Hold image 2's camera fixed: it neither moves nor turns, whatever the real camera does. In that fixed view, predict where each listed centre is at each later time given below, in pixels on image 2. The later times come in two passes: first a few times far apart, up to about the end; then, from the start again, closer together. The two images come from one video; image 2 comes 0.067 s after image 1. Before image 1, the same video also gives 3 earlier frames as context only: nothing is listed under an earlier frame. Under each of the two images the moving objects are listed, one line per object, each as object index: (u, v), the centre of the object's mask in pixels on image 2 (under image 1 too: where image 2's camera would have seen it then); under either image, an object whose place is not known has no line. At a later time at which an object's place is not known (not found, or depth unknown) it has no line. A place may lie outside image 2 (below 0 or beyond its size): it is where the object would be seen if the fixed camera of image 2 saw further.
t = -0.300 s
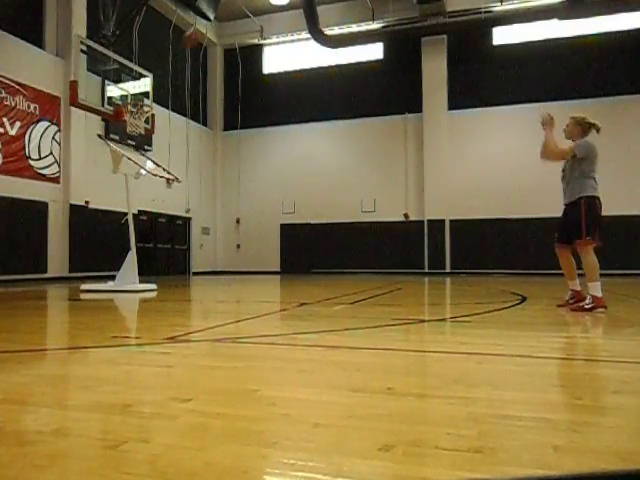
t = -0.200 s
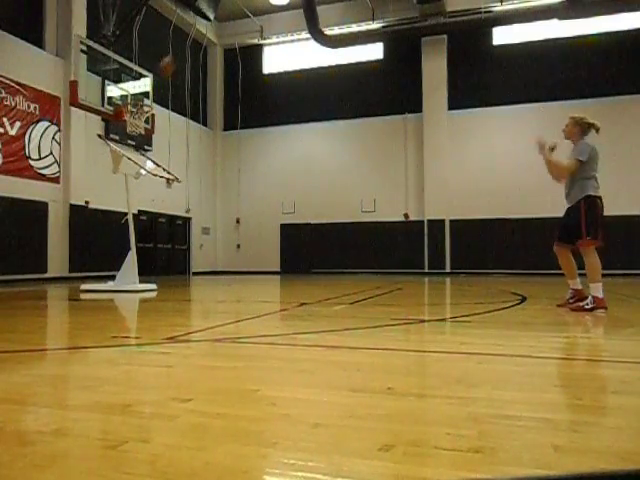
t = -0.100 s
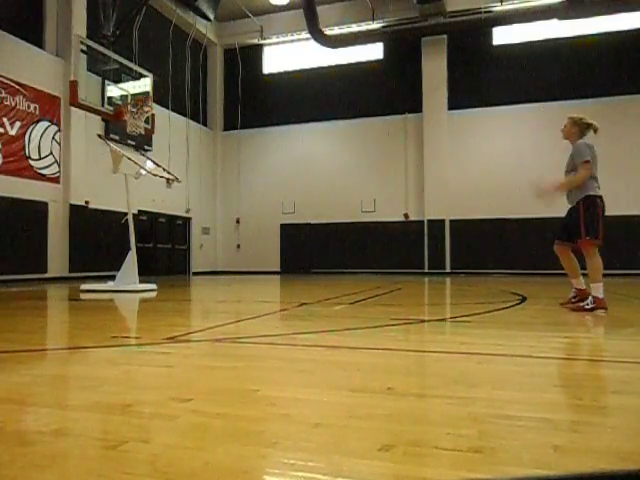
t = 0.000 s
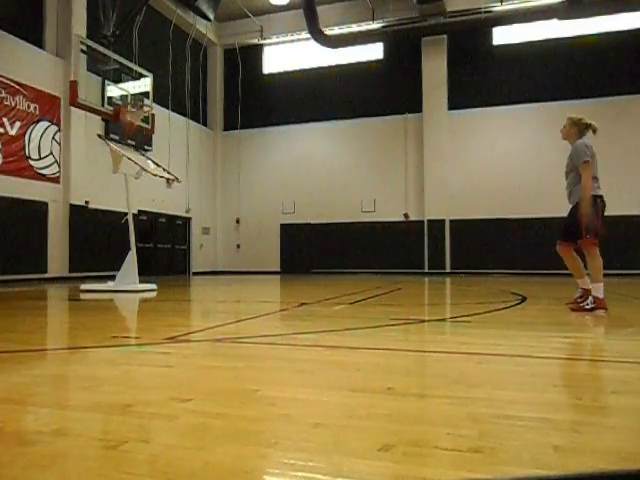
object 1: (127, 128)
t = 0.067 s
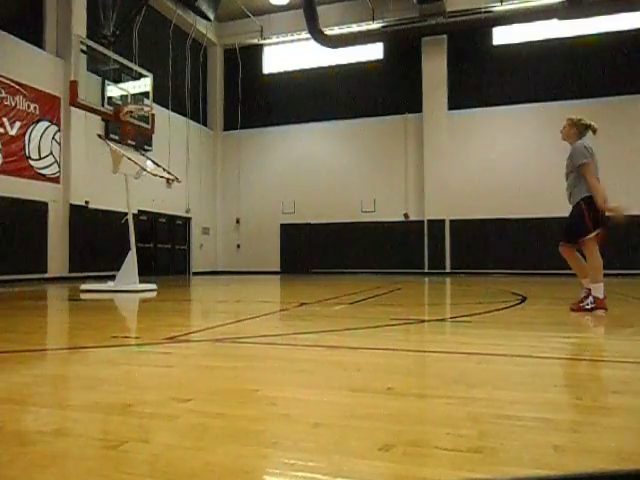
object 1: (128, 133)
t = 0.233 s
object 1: (138, 148)
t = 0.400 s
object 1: (164, 157)
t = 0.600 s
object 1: (196, 190)
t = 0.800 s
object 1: (229, 249)
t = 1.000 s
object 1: (262, 255)
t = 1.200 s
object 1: (293, 217)
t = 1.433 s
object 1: (331, 204)
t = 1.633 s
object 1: (366, 225)
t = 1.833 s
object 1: (401, 270)
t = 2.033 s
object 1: (437, 256)
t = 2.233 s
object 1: (475, 238)
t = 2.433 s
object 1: (515, 250)
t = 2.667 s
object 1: (563, 281)
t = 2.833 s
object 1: (596, 258)
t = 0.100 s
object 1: (127, 136)
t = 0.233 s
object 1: (138, 148)
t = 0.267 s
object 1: (142, 148)
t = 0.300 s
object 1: (148, 150)
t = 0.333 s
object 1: (154, 152)
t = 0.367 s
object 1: (158, 154)
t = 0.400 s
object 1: (164, 157)
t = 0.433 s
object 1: (169, 160)
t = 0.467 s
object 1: (174, 165)
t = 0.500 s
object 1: (180, 169)
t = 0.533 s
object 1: (185, 176)
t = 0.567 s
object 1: (191, 182)
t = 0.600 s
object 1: (196, 190)
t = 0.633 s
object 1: (202, 198)
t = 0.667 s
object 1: (207, 207)
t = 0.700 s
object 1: (213, 215)
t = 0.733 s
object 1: (218, 226)
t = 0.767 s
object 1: (224, 237)
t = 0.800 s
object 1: (229, 249)
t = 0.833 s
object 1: (234, 262)
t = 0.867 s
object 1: (242, 276)
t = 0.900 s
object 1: (247, 283)
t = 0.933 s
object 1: (251, 274)
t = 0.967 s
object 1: (257, 263)
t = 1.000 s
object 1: (262, 255)
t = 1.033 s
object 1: (267, 247)
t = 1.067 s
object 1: (272, 239)
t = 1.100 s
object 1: (278, 232)
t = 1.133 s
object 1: (283, 228)
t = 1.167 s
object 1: (288, 222)
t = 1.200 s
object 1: (293, 217)
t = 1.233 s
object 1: (298, 213)
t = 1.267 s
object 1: (304, 210)
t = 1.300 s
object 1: (309, 207)
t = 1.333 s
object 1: (314, 205)
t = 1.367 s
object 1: (319, 204)
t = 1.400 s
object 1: (325, 204)
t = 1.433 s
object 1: (331, 204)
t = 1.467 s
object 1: (336, 205)
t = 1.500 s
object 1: (342, 207)
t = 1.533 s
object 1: (347, 210)
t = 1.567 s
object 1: (353, 213)
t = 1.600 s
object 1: (360, 218)
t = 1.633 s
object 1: (366, 225)
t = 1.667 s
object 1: (371, 230)
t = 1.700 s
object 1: (377, 235)
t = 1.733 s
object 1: (383, 243)
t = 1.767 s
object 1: (389, 252)
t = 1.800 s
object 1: (395, 260)
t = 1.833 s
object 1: (401, 270)
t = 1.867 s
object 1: (406, 282)
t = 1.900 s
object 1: (413, 283)
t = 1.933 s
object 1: (420, 274)
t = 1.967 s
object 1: (424, 268)
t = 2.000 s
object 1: (431, 262)
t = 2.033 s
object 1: (437, 256)
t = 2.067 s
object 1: (443, 251)
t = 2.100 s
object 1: (450, 246)
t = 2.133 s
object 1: (457, 244)
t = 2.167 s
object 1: (462, 242)
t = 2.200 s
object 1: (469, 239)
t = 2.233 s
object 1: (475, 238)
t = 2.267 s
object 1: (482, 238)
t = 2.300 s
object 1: (489, 238)
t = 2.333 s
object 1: (495, 240)
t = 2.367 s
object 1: (502, 242)
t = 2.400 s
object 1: (508, 245)
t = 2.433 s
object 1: (515, 250)
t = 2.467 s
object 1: (522, 255)
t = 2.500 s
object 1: (528, 260)
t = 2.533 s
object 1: (536, 266)
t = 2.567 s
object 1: (542, 273)
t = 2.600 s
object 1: (549, 282)
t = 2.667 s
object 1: (563, 281)
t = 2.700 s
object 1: (569, 274)
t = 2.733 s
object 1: (577, 268)
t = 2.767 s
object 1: (583, 264)
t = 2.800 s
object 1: (589, 261)
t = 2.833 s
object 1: (596, 258)
